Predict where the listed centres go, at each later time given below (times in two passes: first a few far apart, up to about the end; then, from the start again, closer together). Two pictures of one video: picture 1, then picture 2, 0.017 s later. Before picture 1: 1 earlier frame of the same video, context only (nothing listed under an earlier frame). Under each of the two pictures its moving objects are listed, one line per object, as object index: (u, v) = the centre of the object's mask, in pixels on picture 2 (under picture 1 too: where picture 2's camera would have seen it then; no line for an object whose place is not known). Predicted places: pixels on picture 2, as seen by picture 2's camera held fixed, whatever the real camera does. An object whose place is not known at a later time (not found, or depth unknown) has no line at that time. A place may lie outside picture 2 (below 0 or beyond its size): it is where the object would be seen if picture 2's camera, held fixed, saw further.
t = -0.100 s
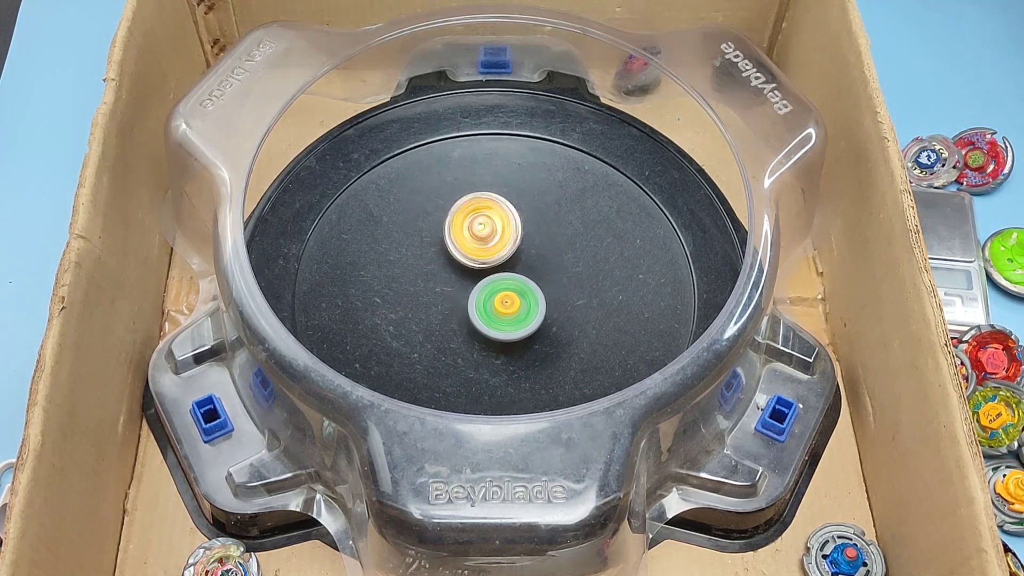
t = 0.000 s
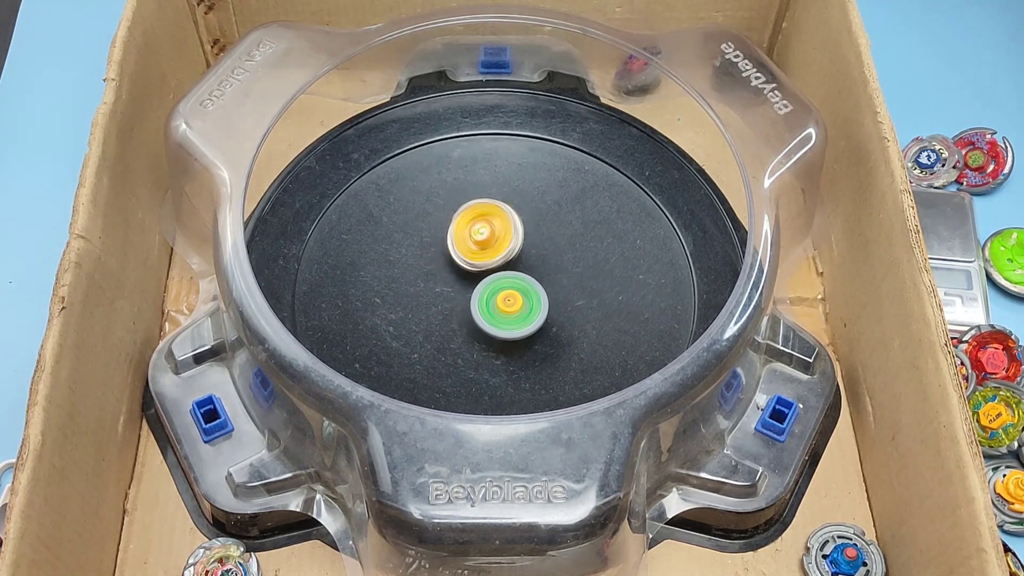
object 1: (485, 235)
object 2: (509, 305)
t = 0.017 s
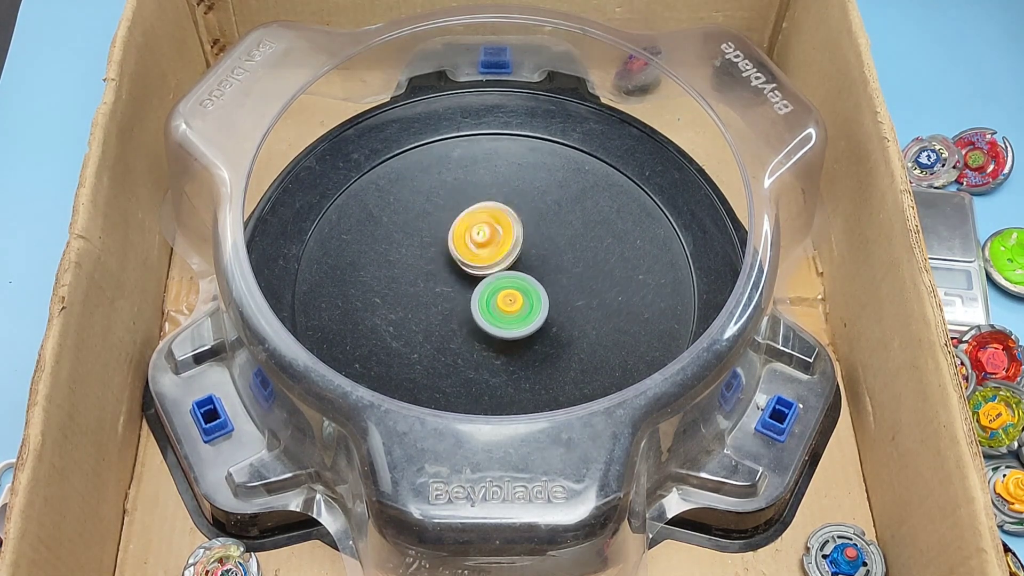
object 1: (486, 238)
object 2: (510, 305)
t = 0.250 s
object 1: (493, 215)
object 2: (527, 351)
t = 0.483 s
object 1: (477, 237)
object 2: (533, 349)
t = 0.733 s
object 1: (461, 258)
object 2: (532, 338)
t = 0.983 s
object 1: (464, 269)
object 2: (533, 320)
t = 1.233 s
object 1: (465, 252)
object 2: (564, 320)
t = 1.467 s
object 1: (482, 268)
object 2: (581, 311)
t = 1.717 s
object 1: (483, 293)
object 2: (587, 305)
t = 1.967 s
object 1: (473, 288)
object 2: (578, 298)
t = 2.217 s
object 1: (485, 268)
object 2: (577, 290)
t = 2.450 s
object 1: (477, 269)
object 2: (568, 275)
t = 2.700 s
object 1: (478, 266)
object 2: (574, 264)
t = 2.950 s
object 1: (471, 276)
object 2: (576, 256)
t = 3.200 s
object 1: (481, 285)
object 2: (569, 255)
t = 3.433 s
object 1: (470, 274)
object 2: (553, 256)
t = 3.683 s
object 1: (478, 292)
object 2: (532, 251)
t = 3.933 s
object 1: (476, 319)
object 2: (556, 233)
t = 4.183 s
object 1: (476, 320)
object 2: (554, 226)
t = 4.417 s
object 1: (495, 320)
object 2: (548, 230)
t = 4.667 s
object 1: (519, 330)
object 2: (529, 238)
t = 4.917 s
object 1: (501, 320)
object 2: (507, 240)
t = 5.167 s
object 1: (519, 329)
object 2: (488, 233)
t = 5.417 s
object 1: (504, 320)
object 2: (480, 227)
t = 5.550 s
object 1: (514, 325)
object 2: (479, 227)
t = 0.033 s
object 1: (486, 238)
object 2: (510, 306)
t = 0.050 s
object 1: (484, 232)
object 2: (512, 313)
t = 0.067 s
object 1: (484, 223)
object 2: (514, 323)
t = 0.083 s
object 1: (485, 219)
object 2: (516, 331)
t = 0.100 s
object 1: (482, 213)
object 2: (518, 338)
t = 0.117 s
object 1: (485, 210)
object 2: (519, 343)
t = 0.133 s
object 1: (483, 207)
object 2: (520, 347)
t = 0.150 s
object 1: (487, 206)
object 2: (521, 349)
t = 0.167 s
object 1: (486, 206)
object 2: (522, 351)
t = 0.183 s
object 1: (490, 206)
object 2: (523, 351)
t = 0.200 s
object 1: (491, 208)
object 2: (524, 351)
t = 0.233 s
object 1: (493, 214)
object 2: (526, 351)
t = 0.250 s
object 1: (493, 215)
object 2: (527, 351)
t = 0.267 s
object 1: (492, 218)
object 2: (528, 351)
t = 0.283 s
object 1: (491, 220)
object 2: (528, 351)
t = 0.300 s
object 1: (491, 223)
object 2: (529, 351)
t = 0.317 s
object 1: (488, 224)
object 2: (529, 351)
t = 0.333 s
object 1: (487, 227)
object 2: (530, 351)
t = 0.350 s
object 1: (485, 227)
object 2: (530, 351)
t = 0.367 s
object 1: (484, 229)
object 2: (531, 350)
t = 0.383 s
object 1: (480, 230)
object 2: (531, 350)
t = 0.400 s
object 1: (481, 230)
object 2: (531, 350)
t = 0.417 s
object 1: (478, 231)
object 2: (532, 350)
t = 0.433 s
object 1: (480, 231)
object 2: (532, 350)
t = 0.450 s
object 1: (478, 235)
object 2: (532, 349)
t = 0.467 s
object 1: (479, 235)
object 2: (533, 349)
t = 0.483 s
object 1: (477, 237)
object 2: (533, 349)
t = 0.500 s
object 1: (477, 238)
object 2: (533, 349)
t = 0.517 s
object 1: (476, 241)
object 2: (533, 349)
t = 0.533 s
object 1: (474, 243)
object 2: (533, 348)
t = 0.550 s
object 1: (474, 246)
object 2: (533, 348)
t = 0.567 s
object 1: (471, 248)
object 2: (533, 347)
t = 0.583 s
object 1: (472, 249)
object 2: (533, 346)
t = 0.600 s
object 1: (468, 252)
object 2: (533, 346)
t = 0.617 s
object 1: (469, 253)
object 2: (533, 345)
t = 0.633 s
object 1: (466, 254)
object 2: (533, 344)
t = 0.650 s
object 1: (465, 255)
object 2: (533, 343)
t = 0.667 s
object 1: (464, 256)
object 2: (532, 342)
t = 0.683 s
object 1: (462, 257)
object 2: (532, 341)
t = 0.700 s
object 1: (462, 258)
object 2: (532, 340)
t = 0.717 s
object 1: (459, 258)
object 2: (532, 339)
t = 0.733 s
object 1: (461, 258)
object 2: (532, 338)
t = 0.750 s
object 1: (458, 259)
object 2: (532, 337)
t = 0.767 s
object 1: (459, 259)
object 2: (532, 336)
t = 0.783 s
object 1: (458, 259)
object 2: (532, 335)
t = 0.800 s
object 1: (459, 259)
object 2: (532, 334)
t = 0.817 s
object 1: (461, 260)
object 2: (532, 333)
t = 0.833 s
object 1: (460, 259)
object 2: (532, 332)
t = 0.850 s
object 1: (463, 260)
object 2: (532, 330)
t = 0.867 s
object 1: (462, 260)
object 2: (532, 329)
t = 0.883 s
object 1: (465, 263)
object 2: (532, 328)
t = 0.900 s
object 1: (464, 265)
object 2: (532, 327)
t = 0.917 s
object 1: (464, 264)
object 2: (532, 325)
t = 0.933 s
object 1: (463, 266)
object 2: (532, 324)
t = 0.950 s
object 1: (464, 266)
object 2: (533, 323)
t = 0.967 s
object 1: (464, 269)
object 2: (533, 321)
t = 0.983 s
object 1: (464, 269)
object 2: (533, 320)
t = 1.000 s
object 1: (464, 269)
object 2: (534, 318)
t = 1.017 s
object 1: (465, 269)
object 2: (534, 317)
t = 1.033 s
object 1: (467, 270)
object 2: (534, 316)
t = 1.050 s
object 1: (467, 271)
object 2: (535, 314)
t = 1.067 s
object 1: (468, 272)
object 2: (535, 313)
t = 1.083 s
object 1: (468, 272)
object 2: (536, 311)
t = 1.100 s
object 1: (470, 270)
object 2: (538, 311)
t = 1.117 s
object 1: (467, 268)
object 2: (544, 315)
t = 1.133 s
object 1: (463, 264)
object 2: (550, 318)
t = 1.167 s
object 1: (460, 259)
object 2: (558, 322)
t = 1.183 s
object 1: (461, 256)
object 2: (560, 322)
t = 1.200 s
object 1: (464, 254)
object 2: (561, 322)
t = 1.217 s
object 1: (462, 254)
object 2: (562, 321)
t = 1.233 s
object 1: (465, 252)
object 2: (564, 320)
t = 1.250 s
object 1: (468, 252)
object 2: (566, 319)
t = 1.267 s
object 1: (468, 252)
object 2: (567, 318)
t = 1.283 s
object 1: (473, 253)
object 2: (569, 317)
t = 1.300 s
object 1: (475, 254)
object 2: (570, 317)
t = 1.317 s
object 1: (476, 254)
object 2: (571, 316)
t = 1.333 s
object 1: (478, 257)
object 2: (572, 315)
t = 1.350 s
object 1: (477, 259)
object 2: (574, 314)
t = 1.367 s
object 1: (479, 260)
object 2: (575, 314)
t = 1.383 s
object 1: (479, 263)
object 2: (576, 313)
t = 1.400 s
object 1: (479, 265)
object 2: (577, 313)
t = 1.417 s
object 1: (479, 265)
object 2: (578, 312)
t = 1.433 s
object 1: (479, 267)
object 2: (579, 312)
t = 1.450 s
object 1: (481, 267)
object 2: (580, 311)
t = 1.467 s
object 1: (482, 268)
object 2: (581, 311)
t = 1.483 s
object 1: (482, 269)
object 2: (582, 310)
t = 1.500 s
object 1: (482, 271)
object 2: (583, 310)
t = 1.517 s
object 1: (482, 273)
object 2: (583, 309)
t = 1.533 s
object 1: (484, 273)
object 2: (584, 309)
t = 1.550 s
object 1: (487, 275)
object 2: (585, 308)
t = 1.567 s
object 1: (486, 277)
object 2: (585, 308)
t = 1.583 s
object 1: (486, 278)
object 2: (586, 308)
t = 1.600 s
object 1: (488, 282)
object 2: (586, 307)
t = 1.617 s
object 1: (486, 283)
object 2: (587, 307)
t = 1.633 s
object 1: (488, 284)
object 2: (587, 307)
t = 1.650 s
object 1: (489, 287)
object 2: (587, 306)
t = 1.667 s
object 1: (487, 288)
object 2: (587, 306)
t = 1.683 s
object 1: (487, 288)
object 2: (587, 305)
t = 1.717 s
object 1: (483, 293)
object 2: (587, 305)
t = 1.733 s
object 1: (485, 293)
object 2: (587, 304)
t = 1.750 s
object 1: (482, 295)
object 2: (587, 304)
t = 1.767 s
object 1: (480, 296)
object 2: (587, 304)
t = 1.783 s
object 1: (481, 296)
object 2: (586, 303)
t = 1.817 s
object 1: (476, 296)
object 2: (585, 303)
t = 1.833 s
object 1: (477, 295)
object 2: (585, 302)
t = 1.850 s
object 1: (474, 295)
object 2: (584, 302)
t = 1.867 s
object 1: (473, 295)
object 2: (583, 301)
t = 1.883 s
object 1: (475, 295)
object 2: (583, 301)
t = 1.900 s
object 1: (473, 294)
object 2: (582, 300)
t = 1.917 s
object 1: (473, 292)
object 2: (581, 300)
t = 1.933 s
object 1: (475, 292)
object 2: (580, 299)
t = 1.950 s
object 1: (473, 291)
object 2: (579, 299)
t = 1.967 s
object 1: (473, 288)
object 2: (578, 298)
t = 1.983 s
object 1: (474, 288)
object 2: (577, 298)
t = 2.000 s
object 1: (473, 288)
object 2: (576, 297)
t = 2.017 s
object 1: (475, 285)
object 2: (575, 296)
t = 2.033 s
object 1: (478, 285)
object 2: (574, 296)
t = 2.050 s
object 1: (479, 285)
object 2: (574, 295)
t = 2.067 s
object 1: (480, 282)
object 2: (573, 294)
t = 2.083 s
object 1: (482, 280)
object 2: (572, 293)
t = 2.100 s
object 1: (483, 279)
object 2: (571, 293)
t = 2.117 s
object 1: (486, 277)
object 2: (570, 292)
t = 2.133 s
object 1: (489, 276)
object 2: (569, 291)
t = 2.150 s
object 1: (490, 277)
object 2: (569, 290)
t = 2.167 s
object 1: (488, 274)
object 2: (573, 290)
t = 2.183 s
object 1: (487, 272)
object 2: (576, 290)
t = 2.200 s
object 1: (486, 270)
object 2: (577, 290)
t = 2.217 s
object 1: (485, 268)
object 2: (577, 290)
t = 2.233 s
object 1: (486, 267)
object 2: (576, 289)
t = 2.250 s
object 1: (486, 267)
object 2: (575, 288)
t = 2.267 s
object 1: (484, 267)
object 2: (575, 287)
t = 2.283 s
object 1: (484, 266)
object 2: (574, 286)
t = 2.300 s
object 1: (484, 267)
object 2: (573, 285)
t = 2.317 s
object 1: (481, 267)
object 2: (573, 284)
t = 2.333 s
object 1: (479, 265)
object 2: (572, 283)
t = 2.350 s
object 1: (479, 265)
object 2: (571, 282)
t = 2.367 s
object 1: (478, 268)
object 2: (571, 281)
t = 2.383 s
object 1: (476, 269)
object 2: (570, 280)
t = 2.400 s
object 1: (478, 269)
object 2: (570, 278)
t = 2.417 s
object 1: (479, 270)
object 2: (569, 277)
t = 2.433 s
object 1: (477, 270)
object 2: (569, 276)
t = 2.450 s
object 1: (477, 269)
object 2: (568, 275)
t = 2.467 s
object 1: (479, 269)
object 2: (568, 274)
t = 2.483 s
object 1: (480, 268)
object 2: (567, 273)
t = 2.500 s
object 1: (478, 266)
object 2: (567, 272)
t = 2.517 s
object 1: (478, 265)
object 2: (566, 271)
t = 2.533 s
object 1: (480, 265)
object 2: (566, 270)
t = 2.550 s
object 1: (479, 266)
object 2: (565, 269)
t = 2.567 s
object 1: (479, 265)
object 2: (565, 268)
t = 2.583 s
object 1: (482, 266)
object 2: (564, 267)
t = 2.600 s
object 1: (484, 267)
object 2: (564, 266)
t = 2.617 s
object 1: (484, 267)
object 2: (563, 265)
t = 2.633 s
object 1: (484, 266)
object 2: (563, 264)
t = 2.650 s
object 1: (485, 266)
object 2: (563, 263)
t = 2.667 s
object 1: (481, 267)
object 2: (567, 263)
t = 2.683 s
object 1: (478, 266)
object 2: (572, 263)
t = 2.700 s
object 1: (478, 266)
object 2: (574, 264)
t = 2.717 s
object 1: (476, 265)
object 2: (576, 263)
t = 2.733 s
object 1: (474, 264)
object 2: (576, 263)
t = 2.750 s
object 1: (472, 263)
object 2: (576, 262)
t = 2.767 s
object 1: (472, 261)
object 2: (576, 261)
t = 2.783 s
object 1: (471, 261)
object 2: (576, 261)
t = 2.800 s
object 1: (467, 261)
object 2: (576, 260)
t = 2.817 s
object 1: (465, 261)
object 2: (577, 259)
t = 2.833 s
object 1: (466, 262)
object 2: (577, 259)
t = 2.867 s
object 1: (467, 264)
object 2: (577, 258)
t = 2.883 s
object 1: (465, 265)
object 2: (577, 257)
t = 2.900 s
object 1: (467, 267)
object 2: (577, 257)
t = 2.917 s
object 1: (469, 270)
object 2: (576, 257)
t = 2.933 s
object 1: (470, 274)
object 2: (576, 256)
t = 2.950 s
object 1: (471, 276)
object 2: (576, 256)
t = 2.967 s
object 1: (473, 277)
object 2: (576, 256)
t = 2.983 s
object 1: (475, 278)
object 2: (576, 256)
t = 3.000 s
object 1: (476, 279)
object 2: (575, 255)
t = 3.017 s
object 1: (477, 278)
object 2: (575, 255)
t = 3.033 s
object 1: (479, 277)
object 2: (575, 255)
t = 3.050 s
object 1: (481, 277)
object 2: (575, 255)
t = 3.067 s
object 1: (480, 278)
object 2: (574, 254)
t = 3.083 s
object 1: (479, 278)
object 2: (574, 254)
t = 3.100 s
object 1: (479, 278)
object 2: (573, 254)
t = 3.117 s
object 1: (479, 279)
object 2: (573, 254)
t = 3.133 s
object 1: (479, 281)
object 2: (572, 255)
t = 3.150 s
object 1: (477, 284)
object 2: (572, 255)
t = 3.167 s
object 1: (477, 284)
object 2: (571, 255)
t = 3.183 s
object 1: (480, 285)
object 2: (570, 255)
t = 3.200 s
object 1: (481, 285)
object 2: (569, 255)
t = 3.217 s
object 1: (480, 285)
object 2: (568, 255)
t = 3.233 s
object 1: (478, 284)
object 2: (567, 255)
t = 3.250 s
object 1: (480, 283)
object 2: (566, 255)
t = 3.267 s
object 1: (481, 283)
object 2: (565, 255)
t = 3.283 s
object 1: (481, 282)
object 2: (564, 255)
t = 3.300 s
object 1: (479, 280)
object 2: (563, 256)
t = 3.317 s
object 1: (478, 278)
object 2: (562, 256)
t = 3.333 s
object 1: (478, 277)
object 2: (561, 256)
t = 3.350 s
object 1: (477, 277)
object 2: (560, 256)
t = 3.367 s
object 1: (475, 277)
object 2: (558, 256)
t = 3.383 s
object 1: (473, 275)
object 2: (557, 256)
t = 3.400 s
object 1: (473, 273)
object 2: (556, 256)
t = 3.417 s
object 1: (472, 273)
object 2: (555, 256)
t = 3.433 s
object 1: (470, 274)
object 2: (553, 256)
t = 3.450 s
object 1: (468, 274)
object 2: (552, 255)
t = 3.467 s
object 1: (467, 274)
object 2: (551, 255)
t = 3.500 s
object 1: (463, 278)
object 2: (548, 255)
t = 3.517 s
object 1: (461, 279)
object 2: (546, 255)
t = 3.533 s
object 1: (462, 279)
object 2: (545, 254)
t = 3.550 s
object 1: (465, 280)
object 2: (543, 254)
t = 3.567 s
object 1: (466, 282)
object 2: (542, 254)
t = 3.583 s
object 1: (465, 284)
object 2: (540, 253)
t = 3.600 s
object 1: (466, 285)
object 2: (539, 253)
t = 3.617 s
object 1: (468, 286)
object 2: (538, 253)
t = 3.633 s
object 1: (472, 288)
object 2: (536, 252)
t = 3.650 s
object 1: (475, 290)
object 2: (535, 252)
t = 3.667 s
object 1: (476, 291)
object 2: (533, 251)
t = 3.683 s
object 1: (478, 292)
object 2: (532, 251)
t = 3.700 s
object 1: (479, 293)
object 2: (535, 248)
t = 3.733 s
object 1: (478, 299)
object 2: (545, 243)
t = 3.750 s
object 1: (478, 302)
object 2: (549, 242)
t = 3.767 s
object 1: (478, 305)
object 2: (553, 241)
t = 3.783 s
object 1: (477, 309)
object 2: (555, 240)
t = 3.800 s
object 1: (475, 312)
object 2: (557, 240)
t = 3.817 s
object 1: (475, 311)
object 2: (558, 239)
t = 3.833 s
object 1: (475, 311)
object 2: (558, 239)
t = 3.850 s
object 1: (476, 310)
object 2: (557, 238)
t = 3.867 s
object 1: (477, 311)
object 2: (557, 236)
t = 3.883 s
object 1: (478, 312)
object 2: (557, 235)
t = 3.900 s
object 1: (477, 315)
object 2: (557, 234)
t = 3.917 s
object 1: (477, 317)
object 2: (556, 233)
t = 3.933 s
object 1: (476, 319)
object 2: (556, 233)
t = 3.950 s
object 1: (475, 319)
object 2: (556, 232)
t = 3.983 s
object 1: (475, 319)
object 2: (556, 230)
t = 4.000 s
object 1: (476, 320)
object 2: (556, 230)
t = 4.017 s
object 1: (476, 320)
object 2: (556, 229)
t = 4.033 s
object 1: (476, 320)
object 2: (556, 228)
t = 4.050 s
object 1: (476, 320)
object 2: (556, 228)
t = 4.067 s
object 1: (476, 321)
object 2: (556, 228)
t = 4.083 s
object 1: (476, 321)
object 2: (556, 227)
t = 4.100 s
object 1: (476, 321)
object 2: (555, 227)
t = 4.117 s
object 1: (475, 321)
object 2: (555, 227)
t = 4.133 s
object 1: (475, 320)
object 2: (555, 227)
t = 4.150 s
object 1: (476, 320)
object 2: (555, 227)
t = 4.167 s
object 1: (476, 320)
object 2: (554, 226)
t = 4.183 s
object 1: (476, 320)
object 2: (554, 226)
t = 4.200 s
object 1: (477, 320)
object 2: (554, 226)
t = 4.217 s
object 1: (478, 320)
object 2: (554, 226)
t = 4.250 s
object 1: (480, 320)
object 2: (553, 226)
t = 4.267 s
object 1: (482, 319)
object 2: (553, 226)
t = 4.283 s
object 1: (483, 319)
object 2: (552, 226)
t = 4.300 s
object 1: (484, 319)
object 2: (552, 227)
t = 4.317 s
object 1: (486, 319)
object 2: (552, 227)
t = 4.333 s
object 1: (487, 319)
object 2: (551, 227)
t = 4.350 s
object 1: (489, 319)
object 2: (551, 228)
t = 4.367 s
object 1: (490, 320)
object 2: (550, 228)
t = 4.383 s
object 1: (492, 320)
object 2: (549, 229)
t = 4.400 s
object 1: (494, 320)
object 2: (549, 229)
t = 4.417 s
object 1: (495, 320)
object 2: (548, 230)
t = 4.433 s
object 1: (497, 321)
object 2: (547, 230)
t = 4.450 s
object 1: (499, 321)
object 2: (546, 231)
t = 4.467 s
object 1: (500, 321)
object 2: (545, 232)
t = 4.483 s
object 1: (502, 322)
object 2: (544, 232)
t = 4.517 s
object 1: (507, 324)
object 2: (542, 234)
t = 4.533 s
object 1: (510, 325)
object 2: (540, 234)
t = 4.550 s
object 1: (513, 326)
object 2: (539, 235)
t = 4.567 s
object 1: (515, 327)
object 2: (538, 235)
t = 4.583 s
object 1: (517, 328)
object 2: (537, 236)
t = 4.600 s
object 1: (518, 329)
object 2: (535, 236)
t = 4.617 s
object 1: (519, 330)
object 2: (534, 237)
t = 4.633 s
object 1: (520, 331)
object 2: (533, 237)
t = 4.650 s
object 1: (520, 331)
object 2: (531, 238)
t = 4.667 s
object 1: (519, 330)
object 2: (529, 238)
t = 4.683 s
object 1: (519, 330)
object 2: (528, 239)
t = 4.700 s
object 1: (518, 329)
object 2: (527, 239)
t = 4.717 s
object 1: (517, 328)
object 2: (525, 239)
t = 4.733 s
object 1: (515, 327)
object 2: (524, 239)
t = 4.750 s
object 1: (513, 325)
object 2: (522, 240)
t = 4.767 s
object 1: (511, 324)
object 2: (521, 240)
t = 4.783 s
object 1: (509, 323)
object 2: (519, 240)
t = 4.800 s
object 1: (506, 322)
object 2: (517, 240)
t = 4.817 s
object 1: (505, 321)
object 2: (516, 240)
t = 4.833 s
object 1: (504, 321)
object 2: (514, 240)
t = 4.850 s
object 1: (503, 320)
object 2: (513, 240)
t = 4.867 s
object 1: (502, 320)
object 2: (511, 240)
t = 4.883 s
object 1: (502, 320)
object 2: (510, 240)
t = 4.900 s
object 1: (501, 320)
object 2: (508, 240)
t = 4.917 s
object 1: (501, 320)
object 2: (507, 240)
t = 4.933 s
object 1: (502, 320)
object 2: (505, 239)
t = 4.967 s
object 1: (503, 320)
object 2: (502, 239)
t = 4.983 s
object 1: (504, 321)
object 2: (501, 239)
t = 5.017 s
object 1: (507, 322)
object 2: (498, 238)
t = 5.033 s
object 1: (509, 323)
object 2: (497, 237)
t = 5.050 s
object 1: (511, 323)
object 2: (496, 237)
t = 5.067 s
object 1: (513, 324)
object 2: (494, 236)
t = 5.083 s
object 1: (515, 325)
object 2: (493, 236)
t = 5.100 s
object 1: (516, 326)
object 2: (492, 235)
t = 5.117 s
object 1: (518, 327)
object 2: (491, 235)
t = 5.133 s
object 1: (518, 328)
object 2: (490, 234)
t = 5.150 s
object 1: (519, 328)
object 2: (489, 234)
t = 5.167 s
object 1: (519, 329)
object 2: (488, 233)
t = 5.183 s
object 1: (519, 329)
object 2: (487, 232)
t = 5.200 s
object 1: (519, 329)
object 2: (486, 232)
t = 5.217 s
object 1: (519, 328)
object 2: (485, 231)
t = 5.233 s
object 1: (518, 327)
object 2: (484, 231)
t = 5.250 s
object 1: (517, 327)
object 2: (484, 230)
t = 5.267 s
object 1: (515, 326)
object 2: (483, 229)
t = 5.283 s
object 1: (514, 325)
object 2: (482, 229)
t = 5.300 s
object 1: (512, 324)
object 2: (482, 228)
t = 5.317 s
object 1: (510, 323)
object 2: (481, 228)
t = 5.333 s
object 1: (508, 322)
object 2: (481, 228)
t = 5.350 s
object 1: (507, 321)
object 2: (481, 227)
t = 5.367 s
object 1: (506, 320)
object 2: (481, 227)
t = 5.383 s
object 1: (505, 320)
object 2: (480, 227)
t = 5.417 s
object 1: (504, 320)
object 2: (480, 227)
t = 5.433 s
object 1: (505, 320)
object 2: (480, 226)
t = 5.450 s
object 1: (505, 320)
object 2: (480, 226)
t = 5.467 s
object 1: (507, 321)
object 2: (480, 226)
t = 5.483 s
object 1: (508, 321)
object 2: (480, 226)
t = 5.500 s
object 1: (510, 322)
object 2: (479, 226)
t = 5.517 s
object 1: (512, 323)
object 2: (479, 226)
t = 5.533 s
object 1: (513, 324)
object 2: (480, 227)
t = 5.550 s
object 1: (514, 325)
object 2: (479, 227)
